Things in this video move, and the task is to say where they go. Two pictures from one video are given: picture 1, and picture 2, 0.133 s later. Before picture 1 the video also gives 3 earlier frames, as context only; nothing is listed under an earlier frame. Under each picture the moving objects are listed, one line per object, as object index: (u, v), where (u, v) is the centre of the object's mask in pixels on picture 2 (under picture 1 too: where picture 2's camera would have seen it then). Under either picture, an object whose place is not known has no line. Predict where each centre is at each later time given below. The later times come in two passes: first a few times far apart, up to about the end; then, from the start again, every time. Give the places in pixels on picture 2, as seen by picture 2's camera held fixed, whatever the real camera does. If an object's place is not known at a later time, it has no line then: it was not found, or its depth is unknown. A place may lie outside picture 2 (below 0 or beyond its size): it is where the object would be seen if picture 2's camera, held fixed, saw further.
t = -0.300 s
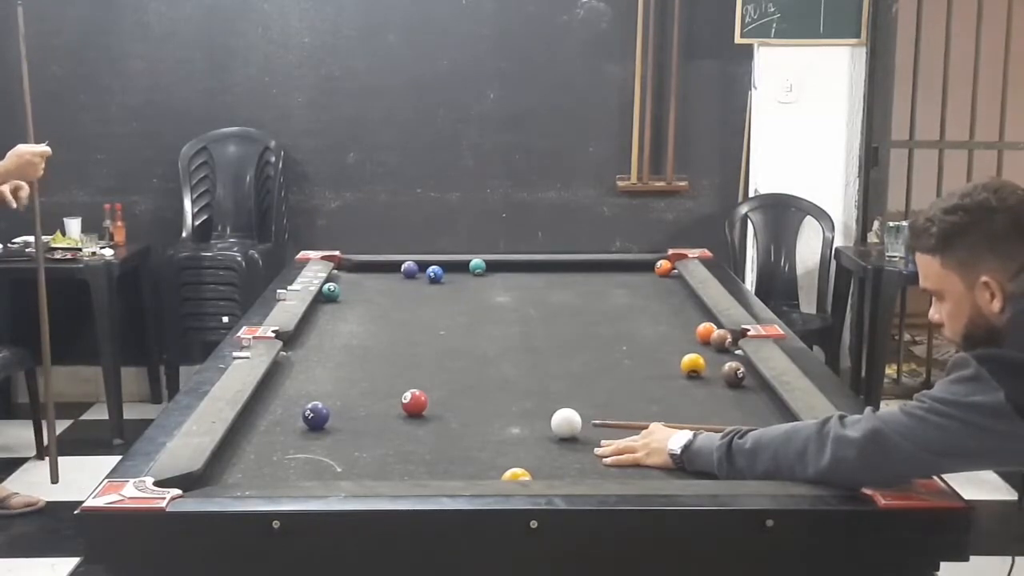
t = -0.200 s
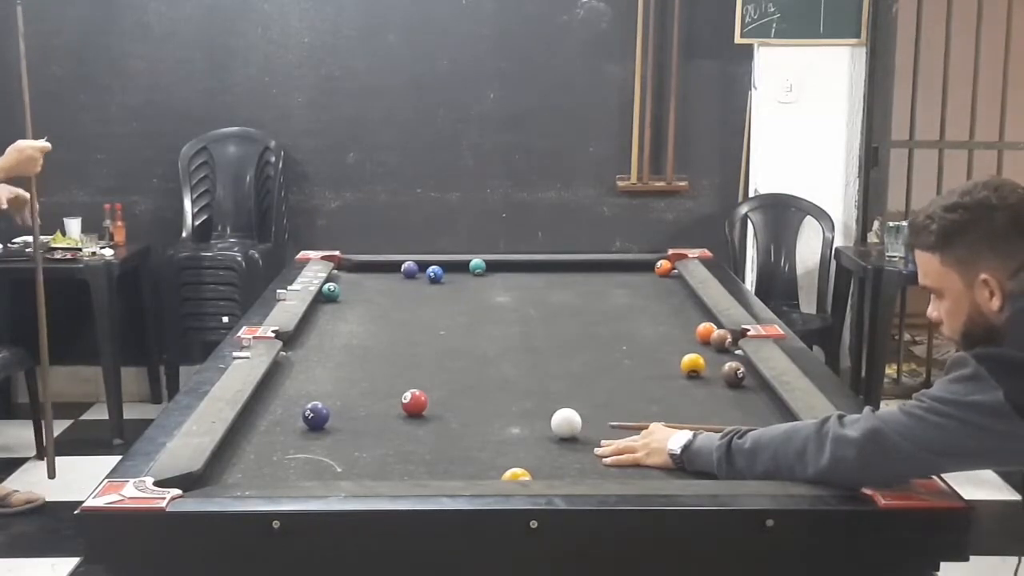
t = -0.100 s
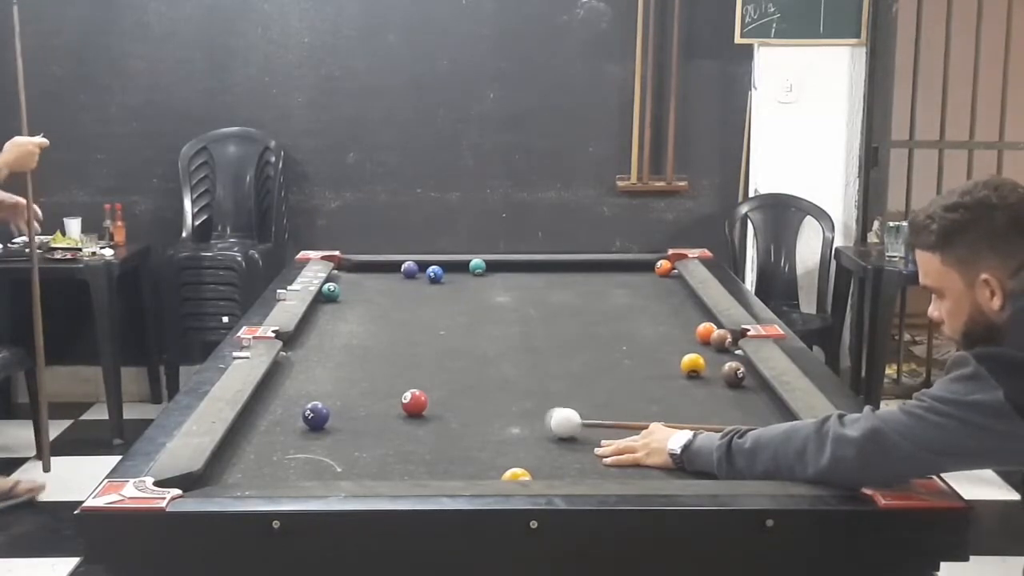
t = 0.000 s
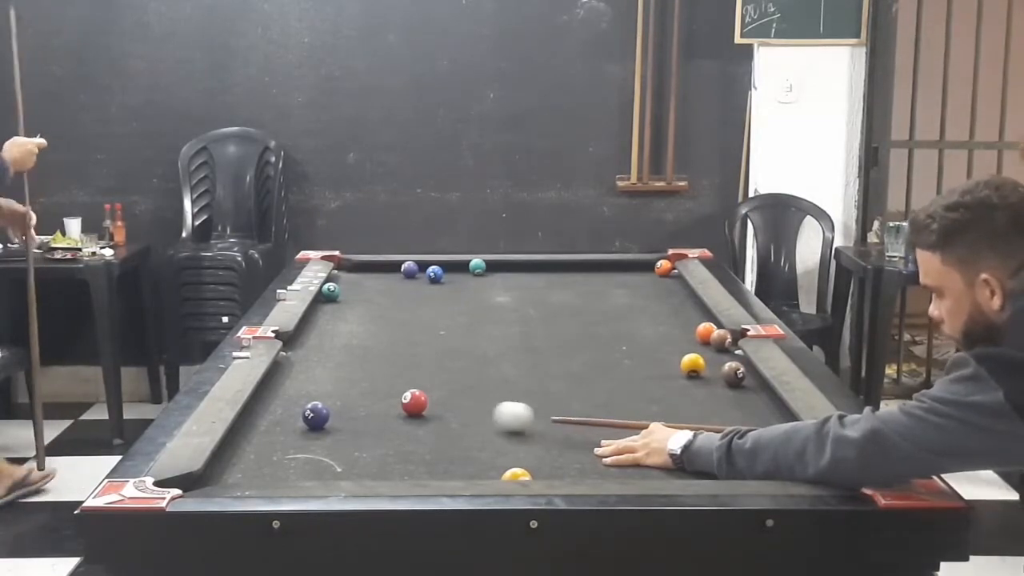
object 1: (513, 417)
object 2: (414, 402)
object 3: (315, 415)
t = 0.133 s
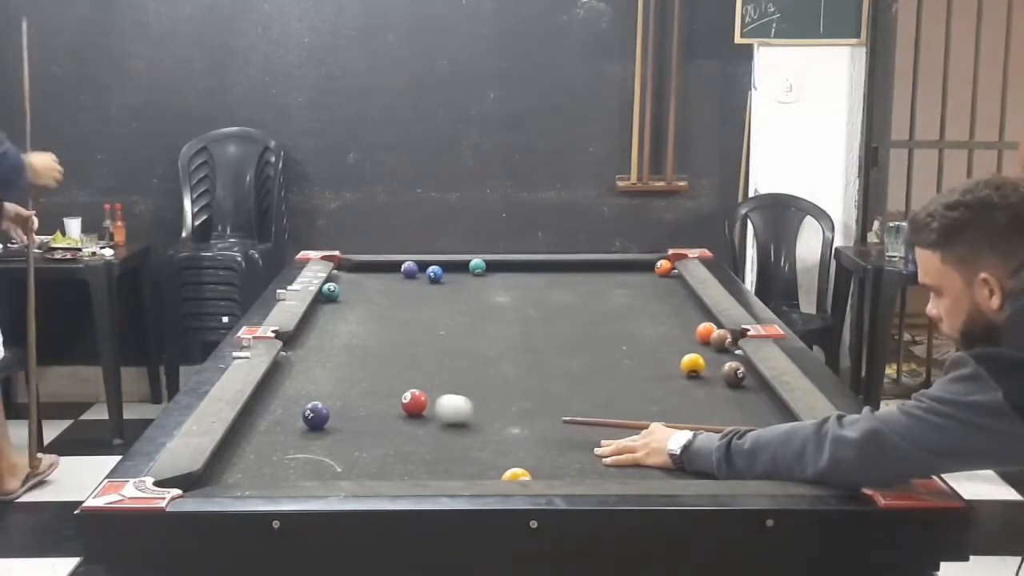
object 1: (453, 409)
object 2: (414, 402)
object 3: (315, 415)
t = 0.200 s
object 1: (428, 407)
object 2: (405, 399)
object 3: (315, 416)
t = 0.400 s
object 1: (382, 408)
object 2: (368, 387)
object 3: (315, 415)
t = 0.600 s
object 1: (339, 407)
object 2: (334, 379)
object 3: (315, 416)
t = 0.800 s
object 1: (315, 404)
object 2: (302, 369)
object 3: (293, 420)
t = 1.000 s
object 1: (292, 402)
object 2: (293, 362)
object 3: (273, 424)
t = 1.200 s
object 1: (272, 400)
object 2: (316, 357)
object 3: (257, 427)
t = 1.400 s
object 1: (273, 397)
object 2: (336, 352)
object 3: (247, 428)
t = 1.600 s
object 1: (285, 395)
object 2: (353, 348)
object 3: (252, 430)
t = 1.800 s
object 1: (294, 393)
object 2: (366, 344)
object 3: (256, 430)
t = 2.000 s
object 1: (301, 391)
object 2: (380, 341)
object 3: (257, 430)
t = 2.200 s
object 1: (306, 390)
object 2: (391, 338)
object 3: (256, 430)
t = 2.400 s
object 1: (309, 389)
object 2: (400, 336)
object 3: (255, 430)
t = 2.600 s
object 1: (311, 389)
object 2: (408, 334)
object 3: (256, 430)
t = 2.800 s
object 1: (312, 389)
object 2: (414, 333)
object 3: (255, 430)
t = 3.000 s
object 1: (312, 388)
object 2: (418, 332)
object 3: (256, 430)
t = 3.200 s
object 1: (312, 388)
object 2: (421, 331)
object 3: (255, 430)
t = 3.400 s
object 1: (312, 388)
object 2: (423, 330)
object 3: (255, 430)
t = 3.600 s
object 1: (312, 388)
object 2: (423, 331)
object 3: (255, 430)
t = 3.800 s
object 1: (312, 389)
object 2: (423, 331)
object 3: (255, 430)
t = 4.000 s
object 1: (312, 389)
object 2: (423, 330)
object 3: (255, 430)
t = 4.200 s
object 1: (312, 389)
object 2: (423, 330)
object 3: (255, 430)
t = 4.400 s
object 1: (312, 389)
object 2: (423, 330)
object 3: (255, 430)
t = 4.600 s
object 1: (312, 389)
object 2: (423, 331)
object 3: (255, 430)
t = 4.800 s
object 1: (312, 389)
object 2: (423, 330)
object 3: (255, 430)
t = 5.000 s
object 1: (312, 389)
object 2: (423, 330)
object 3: (255, 430)
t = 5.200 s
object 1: (312, 389)
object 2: (423, 331)
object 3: (255, 430)
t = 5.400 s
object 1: (312, 389)
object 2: (423, 331)
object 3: (256, 430)
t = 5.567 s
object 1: (305, 384)
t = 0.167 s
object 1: (440, 407)
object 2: (412, 402)
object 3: (315, 415)
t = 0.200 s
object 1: (428, 407)
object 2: (405, 399)
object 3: (315, 416)
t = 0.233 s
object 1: (421, 407)
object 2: (398, 397)
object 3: (315, 415)
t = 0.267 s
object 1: (413, 407)
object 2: (391, 394)
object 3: (315, 416)
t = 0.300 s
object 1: (405, 407)
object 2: (386, 392)
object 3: (315, 415)
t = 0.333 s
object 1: (397, 408)
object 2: (381, 390)
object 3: (315, 416)
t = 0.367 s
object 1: (389, 408)
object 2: (374, 389)
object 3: (315, 415)
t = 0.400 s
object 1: (382, 408)
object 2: (368, 387)
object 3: (315, 415)
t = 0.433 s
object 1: (374, 408)
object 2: (362, 385)
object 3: (315, 415)
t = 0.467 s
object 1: (366, 408)
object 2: (357, 383)
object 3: (315, 416)
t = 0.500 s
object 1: (359, 408)
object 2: (350, 382)
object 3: (315, 416)
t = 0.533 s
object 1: (351, 408)
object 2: (345, 381)
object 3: (315, 416)
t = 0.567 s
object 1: (344, 408)
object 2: (339, 380)
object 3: (315, 416)
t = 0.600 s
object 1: (339, 407)
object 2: (334, 379)
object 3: (315, 416)
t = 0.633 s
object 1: (335, 407)
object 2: (328, 376)
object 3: (311, 417)
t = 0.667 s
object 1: (330, 406)
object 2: (323, 375)
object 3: (307, 417)
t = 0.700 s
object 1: (326, 406)
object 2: (318, 373)
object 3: (303, 418)
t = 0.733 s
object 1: (322, 405)
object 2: (312, 372)
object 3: (299, 419)
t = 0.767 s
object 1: (318, 405)
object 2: (307, 370)
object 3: (296, 419)
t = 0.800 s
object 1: (315, 404)
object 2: (302, 369)
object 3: (293, 420)
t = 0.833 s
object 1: (310, 404)
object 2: (297, 368)
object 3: (289, 420)
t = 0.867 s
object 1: (306, 403)
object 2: (292, 366)
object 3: (286, 421)
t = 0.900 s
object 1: (302, 403)
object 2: (288, 364)
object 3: (282, 422)
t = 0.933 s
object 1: (299, 402)
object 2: (287, 363)
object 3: (279, 422)
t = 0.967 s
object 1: (295, 402)
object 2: (289, 363)
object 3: (276, 423)
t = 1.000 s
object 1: (292, 402)
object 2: (293, 362)
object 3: (273, 424)
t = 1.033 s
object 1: (288, 402)
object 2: (298, 361)
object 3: (270, 424)
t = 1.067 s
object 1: (285, 401)
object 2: (302, 360)
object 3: (268, 425)
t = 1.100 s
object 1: (281, 400)
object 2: (305, 359)
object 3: (265, 425)
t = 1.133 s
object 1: (278, 400)
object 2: (309, 358)
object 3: (262, 426)
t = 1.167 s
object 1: (275, 400)
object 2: (312, 357)
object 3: (259, 426)
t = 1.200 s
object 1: (272, 400)
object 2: (316, 357)
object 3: (257, 427)
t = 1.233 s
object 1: (269, 399)
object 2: (319, 356)
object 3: (254, 427)
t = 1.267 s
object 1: (267, 399)
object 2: (322, 355)
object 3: (252, 427)
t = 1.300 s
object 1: (266, 398)
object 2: (326, 354)
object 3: (249, 428)
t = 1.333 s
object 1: (268, 397)
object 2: (329, 353)
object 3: (247, 428)
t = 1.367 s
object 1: (270, 397)
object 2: (333, 352)
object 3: (247, 428)
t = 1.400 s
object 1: (273, 397)
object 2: (336, 352)
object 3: (247, 428)
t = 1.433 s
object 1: (275, 396)
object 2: (339, 351)
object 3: (248, 428)
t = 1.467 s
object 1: (277, 396)
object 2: (342, 351)
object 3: (249, 429)
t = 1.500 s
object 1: (279, 395)
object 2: (344, 350)
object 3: (249, 429)
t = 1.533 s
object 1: (281, 395)
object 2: (347, 349)
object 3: (250, 429)
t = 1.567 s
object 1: (283, 395)
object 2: (350, 349)
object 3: (252, 429)
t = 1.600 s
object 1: (285, 395)
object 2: (353, 348)
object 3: (252, 430)
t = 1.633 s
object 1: (286, 394)
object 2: (356, 347)
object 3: (253, 430)
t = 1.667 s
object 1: (288, 394)
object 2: (357, 346)
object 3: (254, 430)
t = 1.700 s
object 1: (289, 394)
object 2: (360, 346)
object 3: (255, 430)
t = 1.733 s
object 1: (291, 393)
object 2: (362, 345)
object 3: (255, 430)
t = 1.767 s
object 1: (292, 393)
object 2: (365, 344)
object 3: (256, 430)
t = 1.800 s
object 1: (294, 393)
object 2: (366, 344)
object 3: (256, 430)
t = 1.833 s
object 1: (296, 393)
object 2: (369, 343)
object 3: (257, 430)
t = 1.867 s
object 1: (297, 393)
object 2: (371, 343)
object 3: (257, 430)
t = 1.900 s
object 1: (298, 392)
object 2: (373, 342)
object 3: (257, 430)
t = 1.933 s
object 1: (299, 392)
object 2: (376, 342)
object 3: (257, 430)
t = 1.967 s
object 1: (300, 392)
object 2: (378, 341)
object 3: (257, 430)
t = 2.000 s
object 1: (301, 391)
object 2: (380, 341)
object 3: (257, 430)
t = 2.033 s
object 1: (302, 391)
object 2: (382, 340)
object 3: (257, 430)
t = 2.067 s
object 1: (303, 391)
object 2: (384, 339)
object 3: (256, 430)
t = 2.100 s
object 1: (304, 391)
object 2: (385, 339)
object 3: (256, 430)
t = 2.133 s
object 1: (304, 391)
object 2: (387, 339)
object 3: (256, 430)
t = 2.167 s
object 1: (305, 390)
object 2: (389, 339)
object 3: (256, 430)
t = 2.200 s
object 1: (306, 390)
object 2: (391, 338)
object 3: (256, 430)
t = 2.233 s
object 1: (307, 390)
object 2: (393, 338)
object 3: (256, 430)
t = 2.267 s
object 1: (307, 390)
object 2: (395, 337)
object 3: (255, 430)
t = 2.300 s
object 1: (308, 389)
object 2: (396, 336)
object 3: (255, 430)
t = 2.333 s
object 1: (308, 389)
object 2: (397, 336)
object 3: (255, 430)
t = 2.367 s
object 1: (308, 389)
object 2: (399, 336)
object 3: (255, 430)
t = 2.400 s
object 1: (309, 389)
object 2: (400, 336)
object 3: (255, 430)
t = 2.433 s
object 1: (309, 389)
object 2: (402, 335)
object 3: (255, 430)
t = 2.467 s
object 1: (310, 389)
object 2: (404, 335)
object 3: (256, 430)
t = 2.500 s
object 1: (310, 389)
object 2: (405, 334)
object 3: (256, 430)
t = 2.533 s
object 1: (310, 389)
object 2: (406, 334)
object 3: (255, 430)
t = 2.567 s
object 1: (311, 389)
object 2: (407, 334)
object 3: (256, 430)
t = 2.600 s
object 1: (311, 389)
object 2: (408, 334)
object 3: (256, 430)
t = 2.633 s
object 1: (311, 389)
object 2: (409, 334)
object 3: (256, 430)
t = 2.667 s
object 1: (311, 389)
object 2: (410, 333)
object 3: (256, 430)
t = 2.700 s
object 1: (311, 389)
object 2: (411, 333)
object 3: (255, 430)
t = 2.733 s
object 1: (312, 389)
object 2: (412, 333)
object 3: (255, 430)
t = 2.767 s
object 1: (312, 389)
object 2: (413, 333)
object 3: (255, 430)
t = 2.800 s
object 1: (312, 389)
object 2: (414, 333)
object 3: (255, 430)
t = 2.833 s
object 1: (312, 388)
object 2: (415, 332)
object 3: (255, 430)
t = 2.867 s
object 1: (312, 389)
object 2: (415, 332)
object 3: (255, 430)
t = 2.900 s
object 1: (312, 388)
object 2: (416, 332)
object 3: (255, 430)
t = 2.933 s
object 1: (312, 388)
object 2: (417, 332)
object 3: (255, 430)
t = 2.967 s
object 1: (312, 389)
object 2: (417, 332)
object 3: (255, 430)
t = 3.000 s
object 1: (312, 388)
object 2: (418, 332)
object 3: (256, 430)
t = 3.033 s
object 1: (312, 388)
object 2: (419, 331)
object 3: (255, 430)
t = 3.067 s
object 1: (312, 388)
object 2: (419, 331)
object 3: (255, 430)
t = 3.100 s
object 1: (312, 388)
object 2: (420, 331)
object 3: (255, 430)
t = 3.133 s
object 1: (312, 388)
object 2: (421, 331)
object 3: (255, 430)
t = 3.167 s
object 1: (312, 388)
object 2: (421, 331)
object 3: (255, 430)
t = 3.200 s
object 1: (312, 388)
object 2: (421, 331)
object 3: (255, 430)
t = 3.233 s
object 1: (312, 388)
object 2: (422, 331)
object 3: (255, 430)
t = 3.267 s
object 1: (312, 388)
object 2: (422, 330)
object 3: (255, 430)
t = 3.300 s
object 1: (312, 388)
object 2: (423, 331)
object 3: (255, 430)
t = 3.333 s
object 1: (312, 389)
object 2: (423, 330)
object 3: (255, 430)
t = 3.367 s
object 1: (312, 389)
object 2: (423, 330)
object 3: (255, 430)
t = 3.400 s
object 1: (312, 388)
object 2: (423, 330)
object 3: (255, 430)
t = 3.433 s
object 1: (312, 388)
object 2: (423, 331)
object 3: (255, 430)
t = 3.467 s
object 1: (312, 388)
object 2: (423, 330)
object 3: (255, 430)
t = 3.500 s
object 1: (312, 388)
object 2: (423, 330)
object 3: (255, 430)
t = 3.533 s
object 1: (312, 388)
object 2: (423, 330)
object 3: (255, 430)
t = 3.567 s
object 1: (312, 388)
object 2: (423, 330)
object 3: (255, 430)
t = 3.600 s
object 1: (312, 388)
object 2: (423, 331)
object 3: (255, 430)
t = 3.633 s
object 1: (312, 389)
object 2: (423, 331)
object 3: (255, 430)
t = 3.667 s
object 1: (312, 389)
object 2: (423, 330)
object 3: (255, 430)
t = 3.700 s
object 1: (312, 388)
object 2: (423, 331)
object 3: (255, 430)
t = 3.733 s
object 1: (312, 388)
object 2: (423, 331)
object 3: (255, 430)
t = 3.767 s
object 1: (312, 388)
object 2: (422, 331)
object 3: (255, 430)
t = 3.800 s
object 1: (312, 389)
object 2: (423, 331)
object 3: (255, 430)
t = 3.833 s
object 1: (312, 389)
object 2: (423, 330)
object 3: (255, 430)
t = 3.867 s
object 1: (312, 389)
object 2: (423, 330)
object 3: (255, 430)
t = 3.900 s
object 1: (312, 389)
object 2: (423, 330)
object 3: (255, 430)
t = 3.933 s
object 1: (312, 389)
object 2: (423, 330)
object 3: (255, 430)
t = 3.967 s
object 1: (312, 389)
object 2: (423, 330)
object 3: (255, 430)
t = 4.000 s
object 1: (312, 389)
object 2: (423, 330)
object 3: (255, 430)
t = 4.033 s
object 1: (312, 389)
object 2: (423, 330)
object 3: (255, 430)
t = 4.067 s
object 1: (312, 389)
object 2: (423, 330)
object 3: (255, 430)
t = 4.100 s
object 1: (312, 389)
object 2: (423, 330)
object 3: (255, 430)
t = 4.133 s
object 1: (312, 389)
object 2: (423, 330)
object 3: (255, 430)
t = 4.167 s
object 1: (312, 389)
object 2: (423, 330)
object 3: (255, 430)
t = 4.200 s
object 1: (312, 389)
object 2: (423, 330)
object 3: (255, 430)
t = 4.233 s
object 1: (312, 389)
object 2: (423, 330)
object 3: (255, 430)
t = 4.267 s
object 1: (312, 389)
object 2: (423, 330)
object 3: (255, 430)
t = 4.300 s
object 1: (312, 389)
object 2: (423, 330)
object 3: (255, 430)
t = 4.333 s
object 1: (312, 389)
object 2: (423, 330)
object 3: (255, 430)
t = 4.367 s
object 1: (312, 389)
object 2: (423, 330)
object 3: (255, 430)
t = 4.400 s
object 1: (312, 389)
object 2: (423, 330)
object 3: (255, 430)
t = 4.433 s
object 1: (312, 389)
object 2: (423, 330)
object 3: (255, 430)
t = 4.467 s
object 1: (312, 389)
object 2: (423, 331)
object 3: (255, 430)
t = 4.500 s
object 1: (312, 389)
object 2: (423, 331)
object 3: (255, 430)
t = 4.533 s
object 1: (312, 389)
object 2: (423, 331)
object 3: (255, 430)
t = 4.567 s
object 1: (312, 389)
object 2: (423, 330)
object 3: (255, 430)
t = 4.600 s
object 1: (312, 389)
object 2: (423, 331)
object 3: (255, 430)
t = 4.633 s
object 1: (312, 389)
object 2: (423, 330)
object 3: (255, 430)
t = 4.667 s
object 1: (312, 389)
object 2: (423, 330)
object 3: (255, 430)
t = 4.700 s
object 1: (312, 389)
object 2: (423, 330)
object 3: (255, 430)
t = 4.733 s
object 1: (312, 389)
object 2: (423, 330)
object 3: (255, 430)
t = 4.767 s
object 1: (312, 389)
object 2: (423, 331)
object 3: (255, 430)
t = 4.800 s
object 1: (312, 389)
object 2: (423, 330)
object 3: (255, 430)
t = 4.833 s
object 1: (312, 389)
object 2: (423, 330)
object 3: (255, 430)
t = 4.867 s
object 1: (312, 389)
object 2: (423, 331)
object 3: (255, 430)
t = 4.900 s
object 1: (312, 389)
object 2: (423, 331)
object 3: (255, 430)
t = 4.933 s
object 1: (312, 389)
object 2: (423, 331)
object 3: (255, 430)
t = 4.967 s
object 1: (312, 389)
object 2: (423, 331)
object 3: (255, 430)
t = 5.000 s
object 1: (312, 389)
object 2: (423, 330)
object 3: (255, 430)
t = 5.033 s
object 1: (312, 389)
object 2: (423, 331)
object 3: (255, 430)
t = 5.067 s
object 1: (312, 389)
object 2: (423, 331)
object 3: (255, 430)
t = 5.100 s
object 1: (312, 389)
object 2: (423, 331)
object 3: (255, 430)
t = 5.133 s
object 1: (312, 389)
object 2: (423, 331)
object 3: (256, 430)
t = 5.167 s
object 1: (312, 389)
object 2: (423, 330)
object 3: (256, 430)
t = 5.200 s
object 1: (312, 389)
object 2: (423, 331)
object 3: (255, 430)
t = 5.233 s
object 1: (312, 389)
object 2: (423, 330)
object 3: (256, 430)
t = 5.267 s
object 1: (312, 389)
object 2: (423, 330)
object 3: (256, 430)
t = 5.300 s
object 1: (312, 389)
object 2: (423, 330)
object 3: (255, 430)
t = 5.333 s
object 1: (312, 389)
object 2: (423, 331)
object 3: (256, 430)
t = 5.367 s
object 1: (312, 389)
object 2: (423, 331)
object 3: (256, 430)
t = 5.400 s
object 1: (312, 389)
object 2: (423, 331)
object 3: (256, 430)
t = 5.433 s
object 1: (312, 389)
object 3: (256, 430)
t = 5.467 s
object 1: (312, 389)
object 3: (256, 430)
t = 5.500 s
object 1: (312, 389)
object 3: (255, 430)
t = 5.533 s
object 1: (312, 389)
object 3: (255, 430)
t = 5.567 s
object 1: (305, 384)
